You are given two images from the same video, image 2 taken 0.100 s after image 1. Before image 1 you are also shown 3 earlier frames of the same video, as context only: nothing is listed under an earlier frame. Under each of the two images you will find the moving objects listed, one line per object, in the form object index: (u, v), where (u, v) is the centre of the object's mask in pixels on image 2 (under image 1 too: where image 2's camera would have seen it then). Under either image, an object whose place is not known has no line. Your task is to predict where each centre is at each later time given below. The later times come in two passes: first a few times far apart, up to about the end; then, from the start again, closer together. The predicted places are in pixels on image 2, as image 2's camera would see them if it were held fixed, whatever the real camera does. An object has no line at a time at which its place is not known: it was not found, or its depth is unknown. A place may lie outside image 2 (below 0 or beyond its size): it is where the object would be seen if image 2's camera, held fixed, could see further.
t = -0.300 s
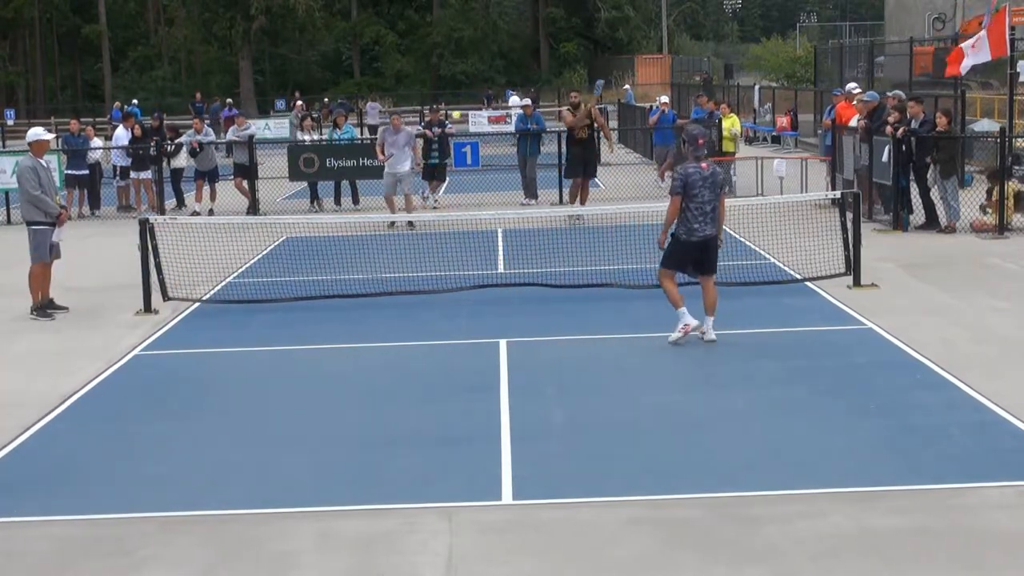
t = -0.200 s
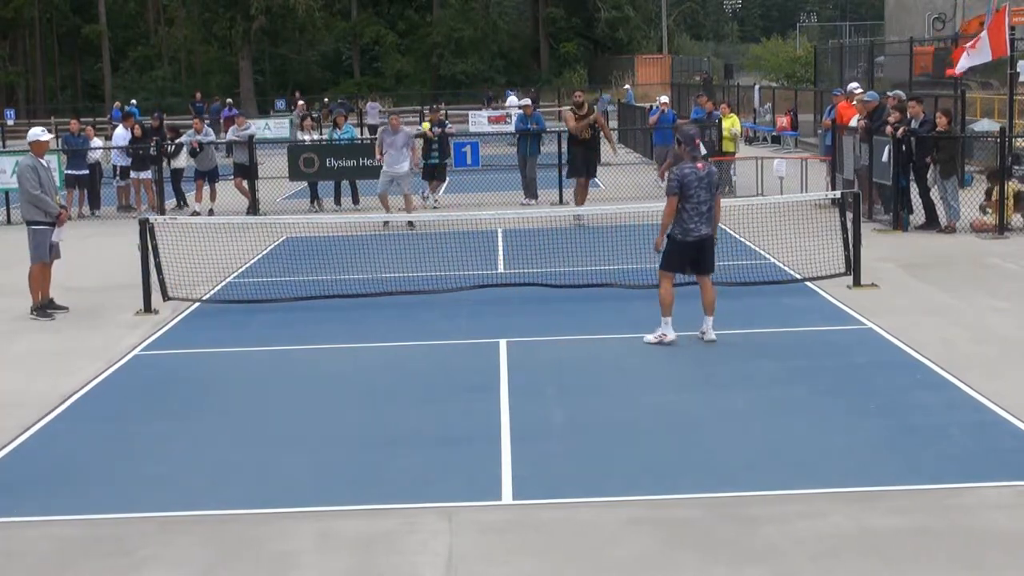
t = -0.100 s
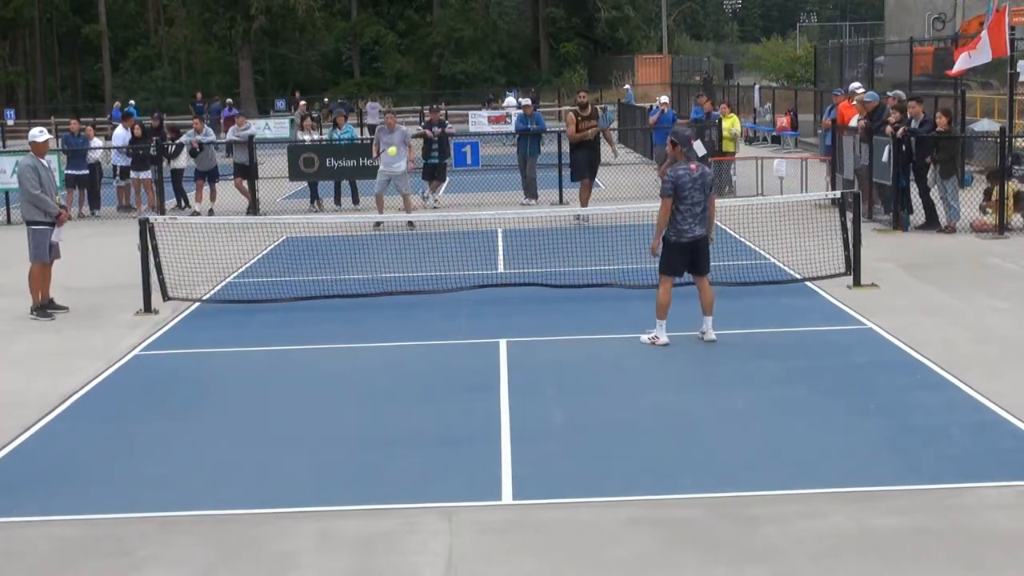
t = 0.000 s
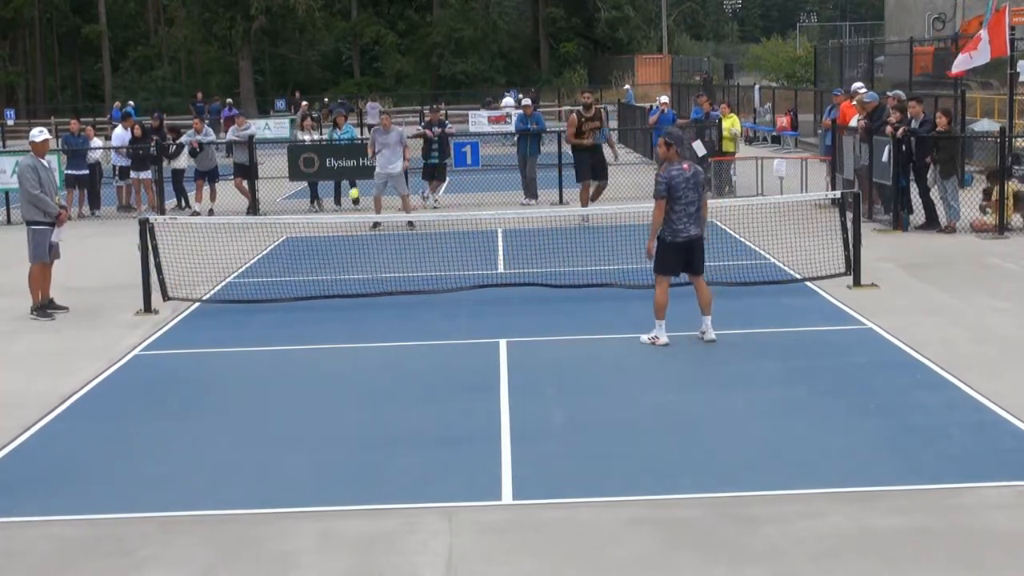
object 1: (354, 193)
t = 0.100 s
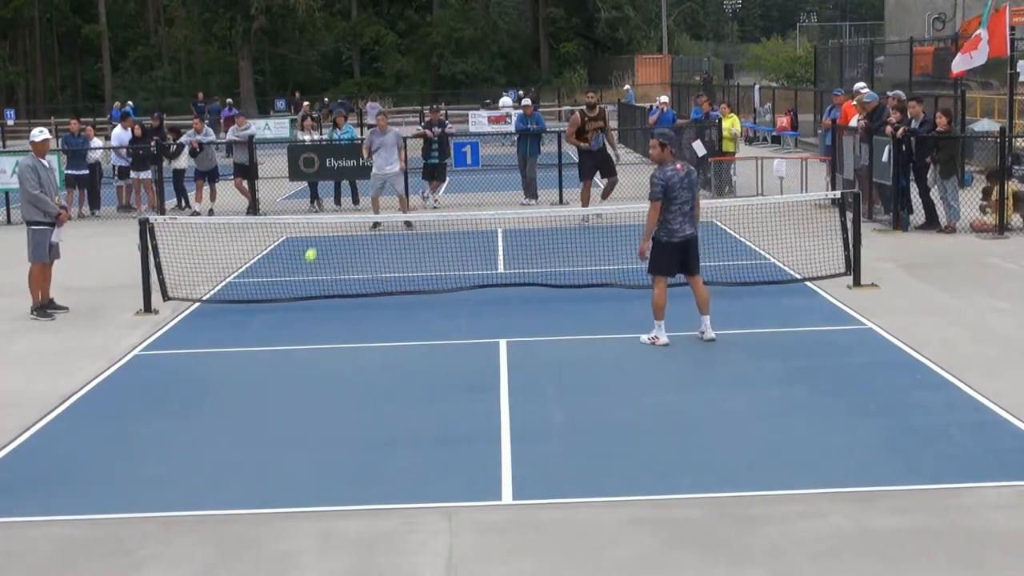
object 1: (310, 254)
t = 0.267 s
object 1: (227, 411)
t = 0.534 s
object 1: (103, 384)
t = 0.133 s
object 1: (295, 280)
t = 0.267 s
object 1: (227, 411)
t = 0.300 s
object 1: (213, 409)
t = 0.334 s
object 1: (198, 400)
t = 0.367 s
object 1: (184, 392)
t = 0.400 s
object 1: (169, 386)
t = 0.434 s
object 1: (153, 383)
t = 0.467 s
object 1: (137, 381)
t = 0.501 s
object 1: (120, 381)
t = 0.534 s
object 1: (103, 384)
